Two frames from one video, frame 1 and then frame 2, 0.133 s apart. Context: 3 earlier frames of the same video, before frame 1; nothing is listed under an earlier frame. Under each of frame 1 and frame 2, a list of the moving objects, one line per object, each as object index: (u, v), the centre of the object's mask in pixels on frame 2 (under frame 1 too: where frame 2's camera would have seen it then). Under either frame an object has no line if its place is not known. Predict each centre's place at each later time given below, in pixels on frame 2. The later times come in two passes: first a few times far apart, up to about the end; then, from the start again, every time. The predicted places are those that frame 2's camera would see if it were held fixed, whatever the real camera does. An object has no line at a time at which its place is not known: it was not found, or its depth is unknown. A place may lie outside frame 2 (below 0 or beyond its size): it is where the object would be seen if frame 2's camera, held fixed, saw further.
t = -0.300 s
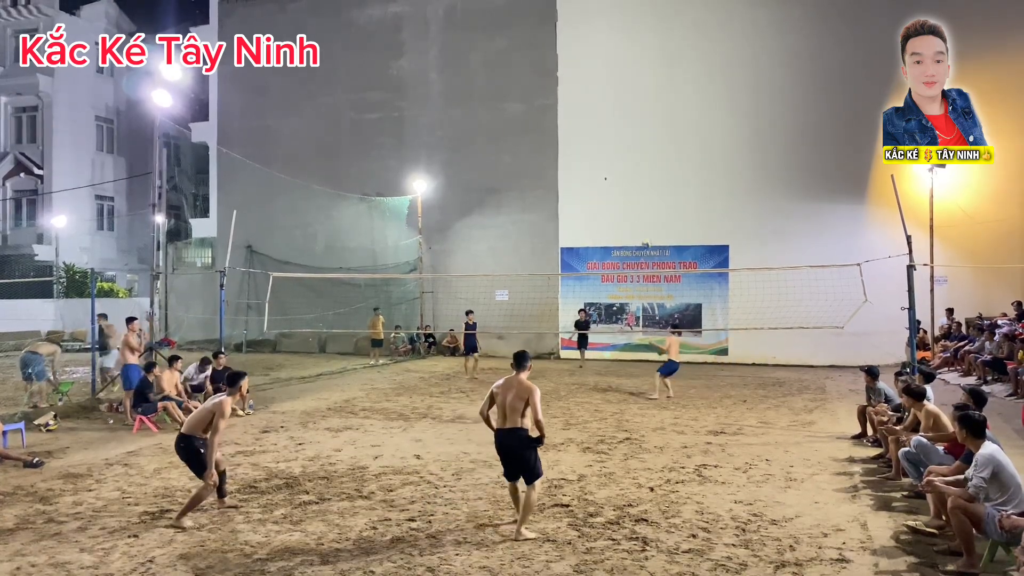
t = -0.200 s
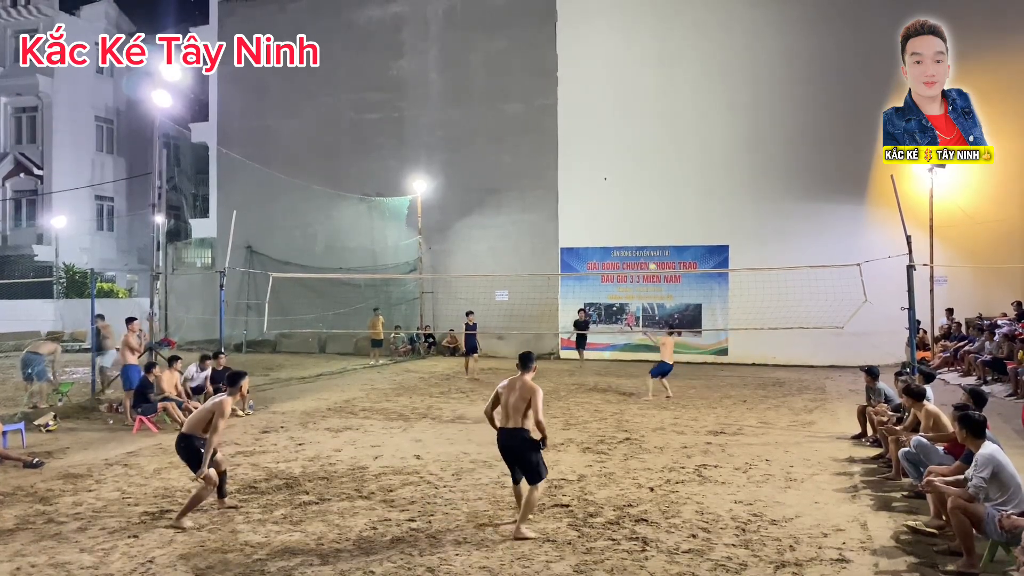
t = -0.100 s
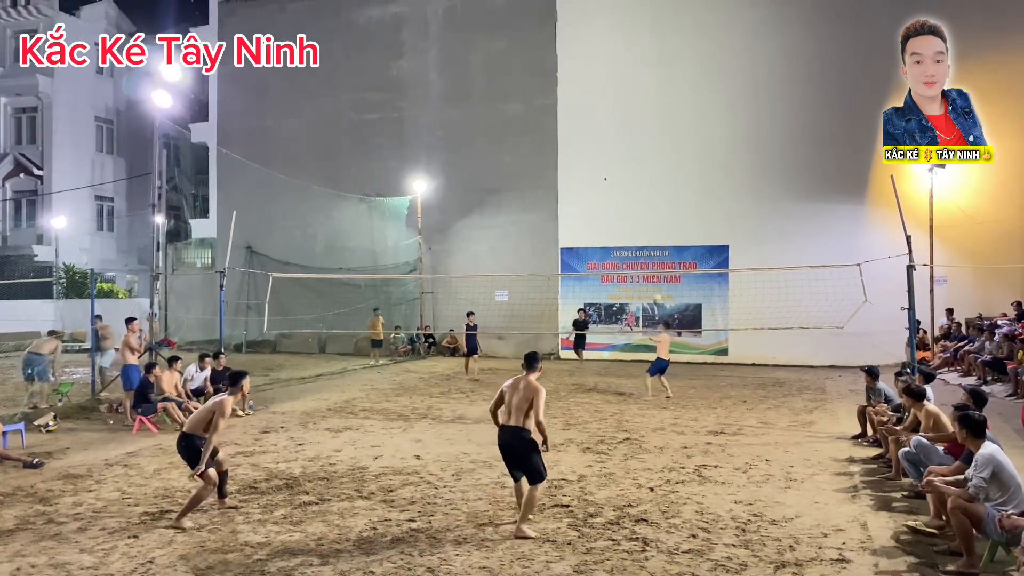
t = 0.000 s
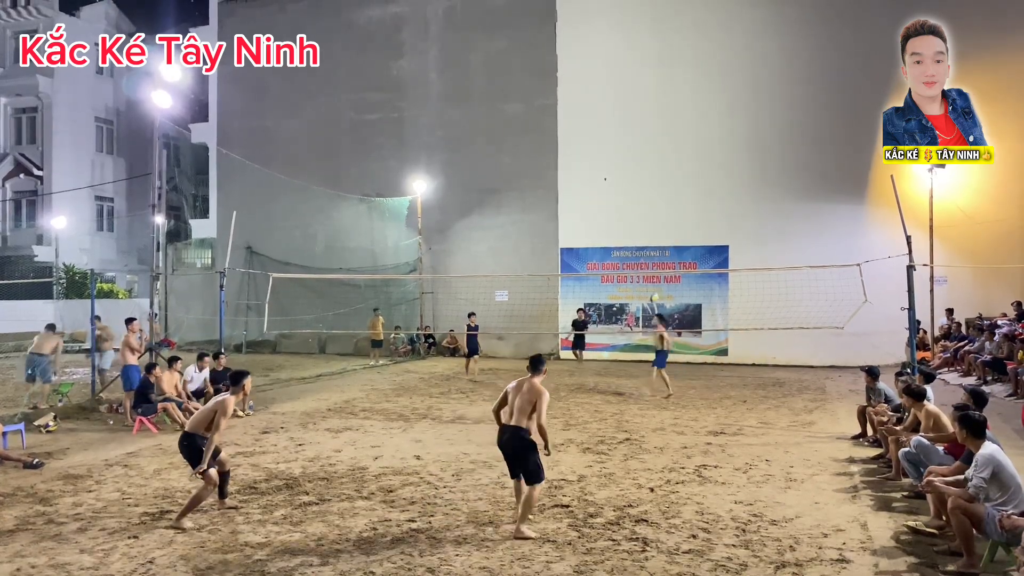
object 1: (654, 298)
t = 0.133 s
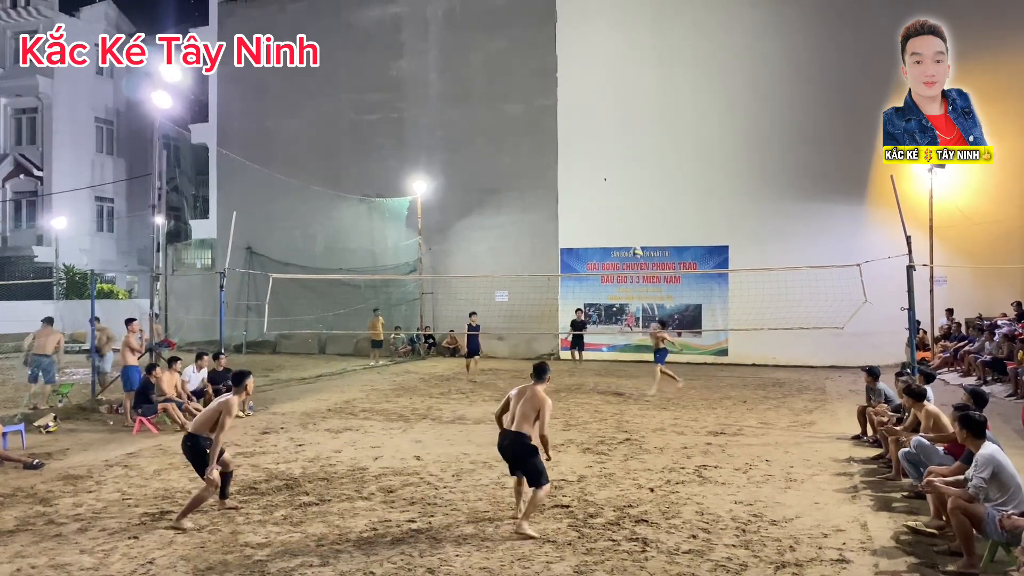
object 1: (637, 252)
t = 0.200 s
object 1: (628, 232)
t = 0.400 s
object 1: (598, 181)
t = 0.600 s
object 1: (562, 148)
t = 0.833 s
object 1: (510, 142)
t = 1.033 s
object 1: (451, 174)
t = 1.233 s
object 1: (372, 264)
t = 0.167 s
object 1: (631, 243)
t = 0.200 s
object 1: (628, 232)
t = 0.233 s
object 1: (623, 223)
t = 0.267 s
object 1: (619, 214)
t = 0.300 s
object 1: (614, 205)
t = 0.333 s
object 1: (608, 196)
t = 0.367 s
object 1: (604, 188)
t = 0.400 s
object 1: (598, 181)
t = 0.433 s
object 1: (593, 174)
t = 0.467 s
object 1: (587, 169)
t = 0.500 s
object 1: (581, 162)
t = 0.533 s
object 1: (575, 157)
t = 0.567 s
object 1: (570, 153)
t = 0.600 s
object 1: (562, 148)
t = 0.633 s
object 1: (555, 145)
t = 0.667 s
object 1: (549, 142)
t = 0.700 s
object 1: (542, 141)
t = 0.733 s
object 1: (536, 138)
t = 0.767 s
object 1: (529, 137)
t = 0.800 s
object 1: (520, 140)
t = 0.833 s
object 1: (510, 142)
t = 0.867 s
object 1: (502, 144)
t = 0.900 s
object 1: (492, 148)
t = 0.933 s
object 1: (483, 153)
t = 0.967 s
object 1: (473, 158)
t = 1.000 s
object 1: (462, 166)
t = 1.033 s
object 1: (451, 174)
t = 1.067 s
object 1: (441, 185)
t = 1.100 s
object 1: (429, 199)
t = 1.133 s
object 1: (415, 211)
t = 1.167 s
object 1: (402, 226)
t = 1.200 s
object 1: (385, 246)
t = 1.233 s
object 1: (372, 264)
